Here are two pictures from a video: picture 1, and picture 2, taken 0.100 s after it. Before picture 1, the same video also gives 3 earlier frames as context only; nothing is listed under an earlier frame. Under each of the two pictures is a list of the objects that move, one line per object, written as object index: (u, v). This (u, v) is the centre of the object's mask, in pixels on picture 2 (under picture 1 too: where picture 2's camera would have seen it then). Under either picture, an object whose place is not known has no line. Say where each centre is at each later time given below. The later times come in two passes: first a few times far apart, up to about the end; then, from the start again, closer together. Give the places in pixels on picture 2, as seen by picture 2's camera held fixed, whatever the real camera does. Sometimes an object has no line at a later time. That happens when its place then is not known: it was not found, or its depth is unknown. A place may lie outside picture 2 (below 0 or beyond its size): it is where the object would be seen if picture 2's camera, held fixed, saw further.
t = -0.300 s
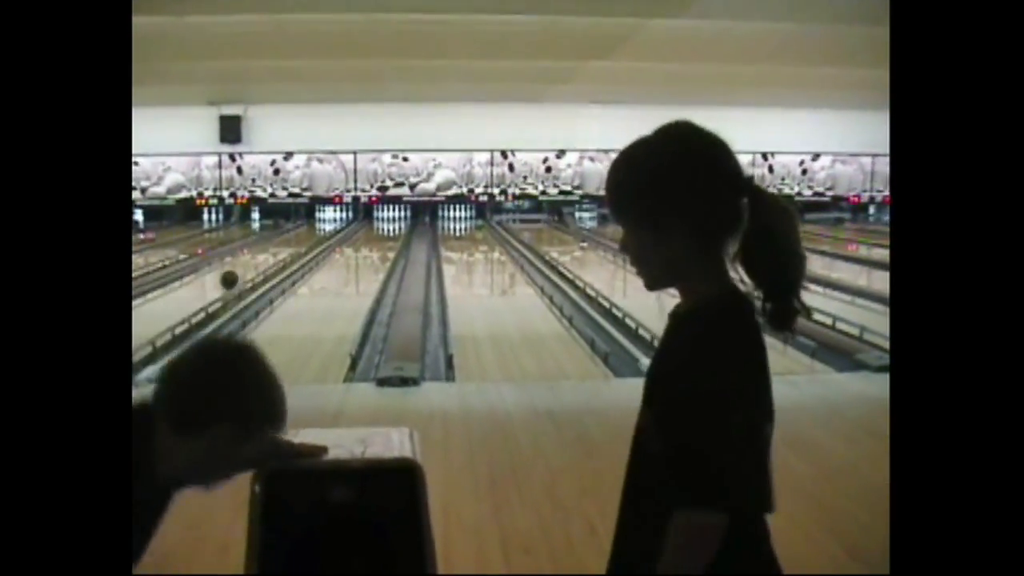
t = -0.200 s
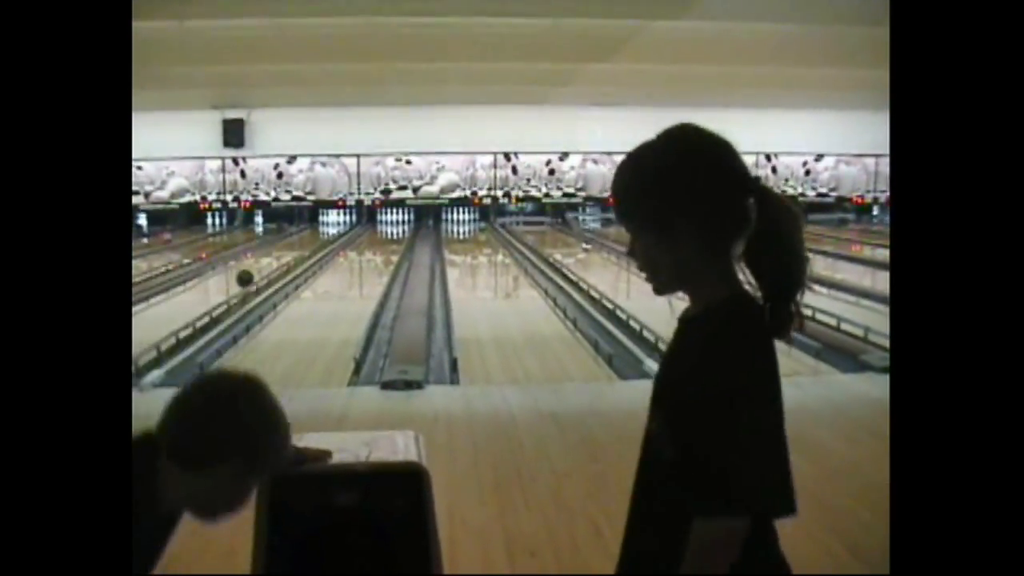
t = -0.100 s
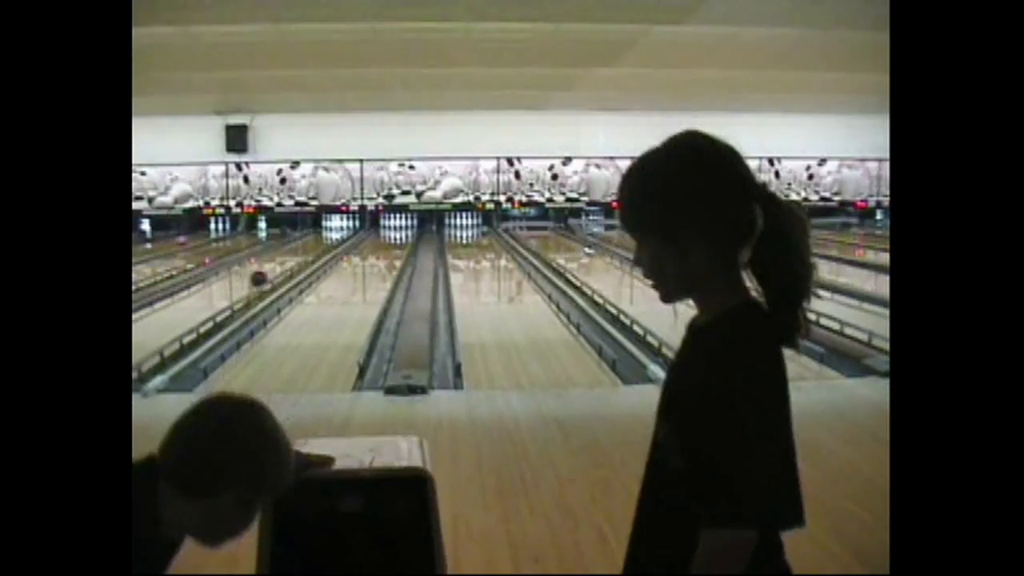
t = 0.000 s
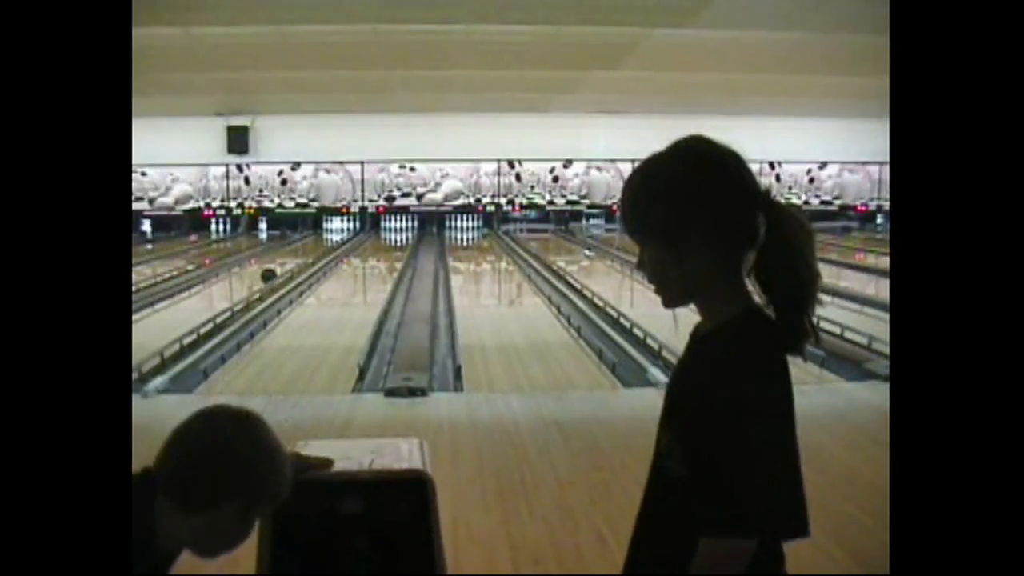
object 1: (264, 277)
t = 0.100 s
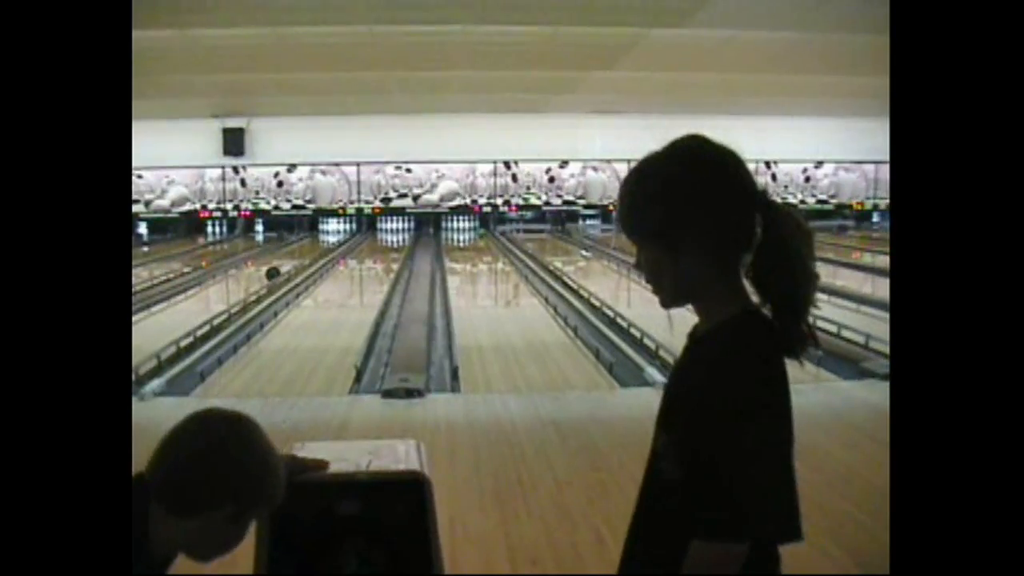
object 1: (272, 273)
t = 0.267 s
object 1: (279, 267)
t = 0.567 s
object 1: (289, 260)
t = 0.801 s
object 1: (295, 255)
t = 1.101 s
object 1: (301, 250)
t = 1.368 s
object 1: (306, 245)
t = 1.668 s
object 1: (311, 242)
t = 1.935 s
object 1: (314, 240)
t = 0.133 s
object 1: (274, 272)
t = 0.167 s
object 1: (276, 270)
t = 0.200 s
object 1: (277, 269)
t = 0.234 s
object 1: (278, 268)
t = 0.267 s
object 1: (279, 267)
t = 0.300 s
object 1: (281, 267)
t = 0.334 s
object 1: (282, 266)
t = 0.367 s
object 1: (283, 265)
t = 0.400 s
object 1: (284, 264)
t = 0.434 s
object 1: (285, 263)
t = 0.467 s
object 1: (286, 262)
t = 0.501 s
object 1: (287, 262)
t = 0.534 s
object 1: (288, 261)
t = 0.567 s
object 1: (289, 260)
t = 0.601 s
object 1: (290, 259)
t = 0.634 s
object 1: (290, 258)
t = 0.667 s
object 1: (291, 258)
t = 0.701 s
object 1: (292, 257)
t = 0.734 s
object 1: (293, 256)
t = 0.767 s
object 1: (294, 255)
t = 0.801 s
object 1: (295, 255)
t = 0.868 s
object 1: (296, 254)
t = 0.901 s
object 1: (297, 253)
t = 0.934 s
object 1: (297, 253)
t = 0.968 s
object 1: (298, 252)
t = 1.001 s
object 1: (298, 251)
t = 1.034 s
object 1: (299, 251)
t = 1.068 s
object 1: (300, 250)
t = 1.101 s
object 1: (301, 250)
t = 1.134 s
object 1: (301, 250)
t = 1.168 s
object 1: (302, 249)
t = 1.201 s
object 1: (303, 248)
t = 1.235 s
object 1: (303, 248)
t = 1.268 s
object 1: (304, 247)
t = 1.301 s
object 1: (304, 247)
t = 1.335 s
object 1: (305, 247)
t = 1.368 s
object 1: (306, 245)
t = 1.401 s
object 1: (306, 245)
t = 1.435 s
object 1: (306, 245)
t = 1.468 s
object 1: (307, 244)
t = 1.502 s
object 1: (308, 244)
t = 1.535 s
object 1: (309, 244)
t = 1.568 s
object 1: (309, 243)
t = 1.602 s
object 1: (309, 243)
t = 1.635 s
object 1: (311, 242)
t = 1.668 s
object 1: (311, 242)
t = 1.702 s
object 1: (311, 242)
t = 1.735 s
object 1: (311, 242)
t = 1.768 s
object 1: (312, 241)
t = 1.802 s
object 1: (312, 241)
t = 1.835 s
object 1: (312, 241)
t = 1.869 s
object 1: (313, 241)
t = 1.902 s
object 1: (313, 240)
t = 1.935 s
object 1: (314, 240)
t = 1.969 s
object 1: (314, 239)
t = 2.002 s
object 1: (314, 239)
